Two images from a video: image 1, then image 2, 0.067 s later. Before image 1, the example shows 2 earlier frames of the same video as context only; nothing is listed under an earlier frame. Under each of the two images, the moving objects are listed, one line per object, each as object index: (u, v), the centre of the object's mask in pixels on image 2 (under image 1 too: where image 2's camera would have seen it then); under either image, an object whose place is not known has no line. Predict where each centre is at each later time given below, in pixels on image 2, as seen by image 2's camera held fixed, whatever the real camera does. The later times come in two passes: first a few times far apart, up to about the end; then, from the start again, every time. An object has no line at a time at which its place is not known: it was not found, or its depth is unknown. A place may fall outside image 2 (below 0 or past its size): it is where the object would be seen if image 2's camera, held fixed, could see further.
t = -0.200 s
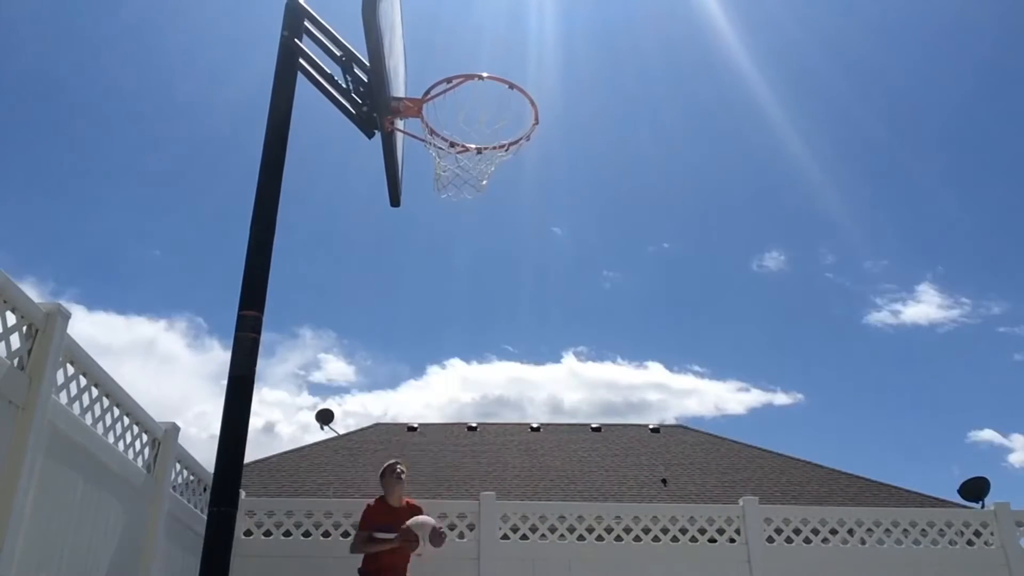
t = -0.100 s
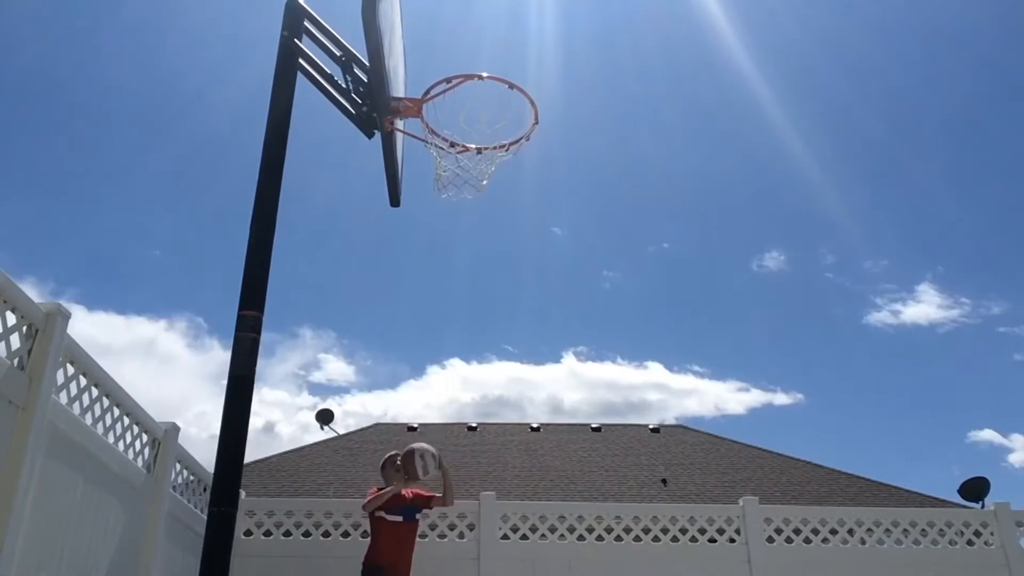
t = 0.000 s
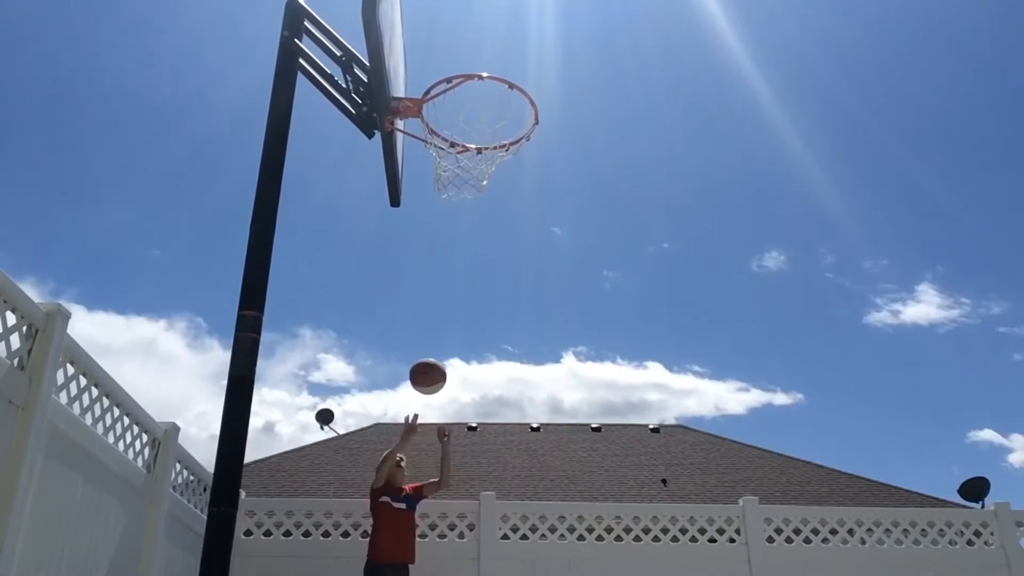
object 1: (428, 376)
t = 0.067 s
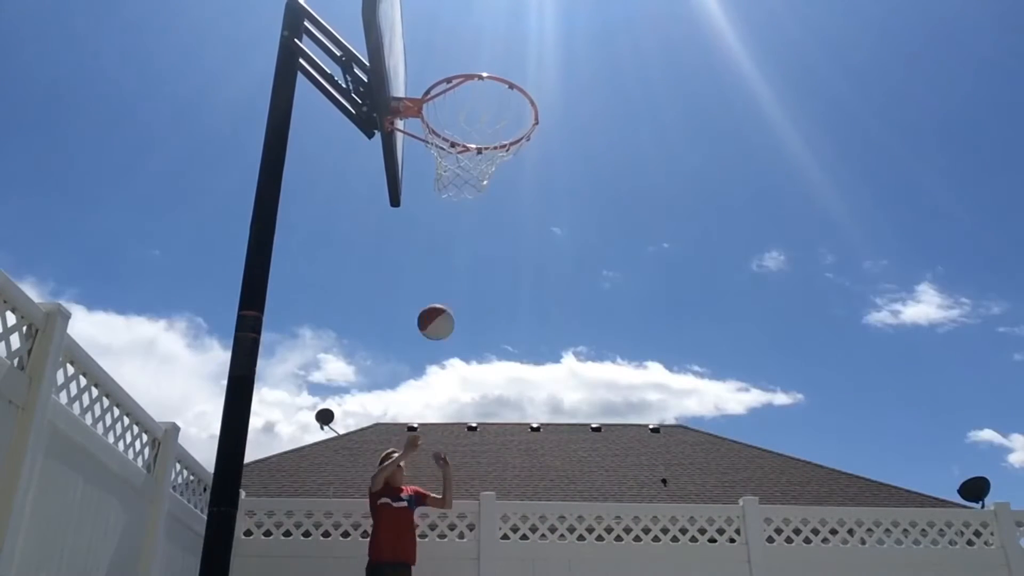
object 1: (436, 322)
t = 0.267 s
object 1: (458, 199)
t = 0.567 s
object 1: (487, 104)
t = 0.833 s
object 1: (514, 110)
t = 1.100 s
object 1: (554, 227)
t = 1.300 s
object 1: (596, 456)
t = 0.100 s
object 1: (440, 297)
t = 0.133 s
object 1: (444, 275)
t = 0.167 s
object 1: (447, 254)
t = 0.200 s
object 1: (451, 234)
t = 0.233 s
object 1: (454, 216)
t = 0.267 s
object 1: (458, 199)
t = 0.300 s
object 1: (460, 184)
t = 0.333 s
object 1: (464, 170)
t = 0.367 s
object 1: (466, 155)
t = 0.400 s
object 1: (470, 143)
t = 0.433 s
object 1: (475, 131)
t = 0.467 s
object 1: (478, 125)
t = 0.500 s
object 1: (481, 116)
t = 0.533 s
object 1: (484, 110)
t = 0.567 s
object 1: (487, 104)
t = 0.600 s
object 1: (491, 100)
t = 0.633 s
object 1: (494, 97)
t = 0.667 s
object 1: (497, 96)
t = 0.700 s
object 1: (501, 95)
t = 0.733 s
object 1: (505, 96)
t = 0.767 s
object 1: (508, 99)
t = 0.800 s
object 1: (511, 104)
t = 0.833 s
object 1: (514, 110)
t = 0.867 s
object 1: (515, 115)
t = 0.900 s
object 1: (524, 125)
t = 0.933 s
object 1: (529, 137)
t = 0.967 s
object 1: (533, 150)
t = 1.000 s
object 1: (538, 165)
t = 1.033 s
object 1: (543, 183)
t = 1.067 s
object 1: (549, 203)
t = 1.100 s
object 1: (554, 227)
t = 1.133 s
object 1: (560, 253)
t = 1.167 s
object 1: (567, 284)
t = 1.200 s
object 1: (573, 319)
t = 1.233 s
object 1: (581, 358)
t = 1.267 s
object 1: (588, 404)
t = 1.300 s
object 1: (596, 456)
